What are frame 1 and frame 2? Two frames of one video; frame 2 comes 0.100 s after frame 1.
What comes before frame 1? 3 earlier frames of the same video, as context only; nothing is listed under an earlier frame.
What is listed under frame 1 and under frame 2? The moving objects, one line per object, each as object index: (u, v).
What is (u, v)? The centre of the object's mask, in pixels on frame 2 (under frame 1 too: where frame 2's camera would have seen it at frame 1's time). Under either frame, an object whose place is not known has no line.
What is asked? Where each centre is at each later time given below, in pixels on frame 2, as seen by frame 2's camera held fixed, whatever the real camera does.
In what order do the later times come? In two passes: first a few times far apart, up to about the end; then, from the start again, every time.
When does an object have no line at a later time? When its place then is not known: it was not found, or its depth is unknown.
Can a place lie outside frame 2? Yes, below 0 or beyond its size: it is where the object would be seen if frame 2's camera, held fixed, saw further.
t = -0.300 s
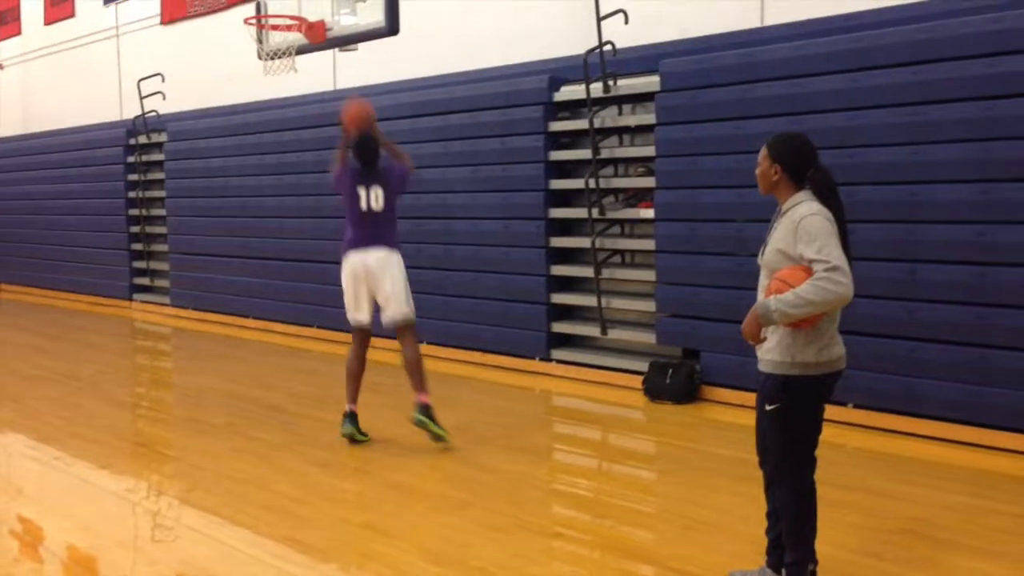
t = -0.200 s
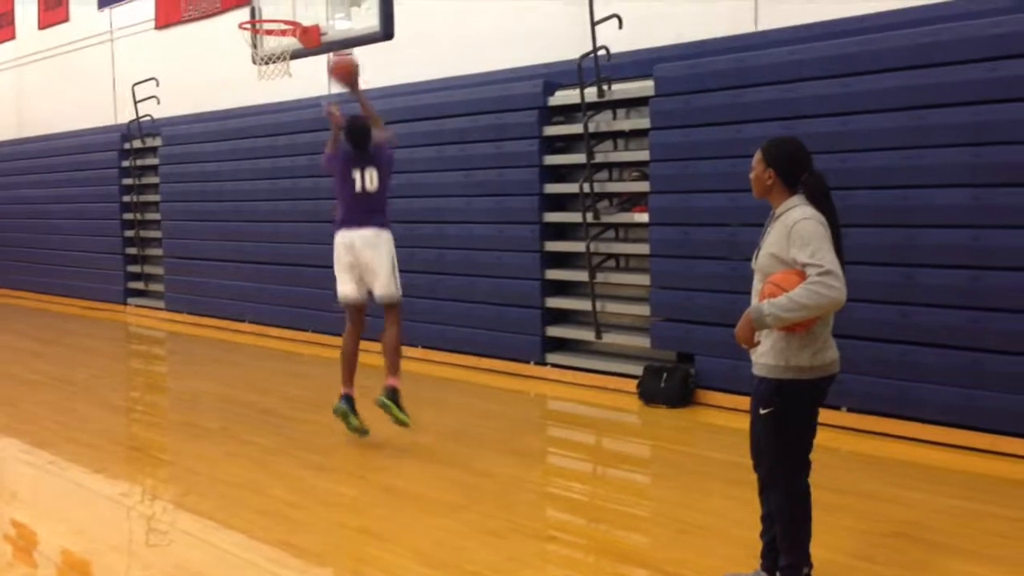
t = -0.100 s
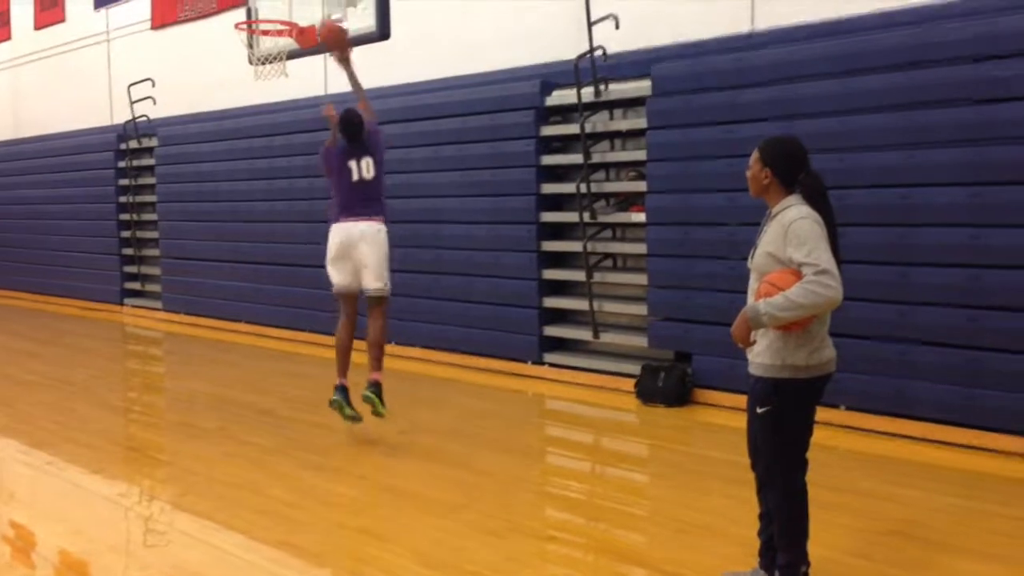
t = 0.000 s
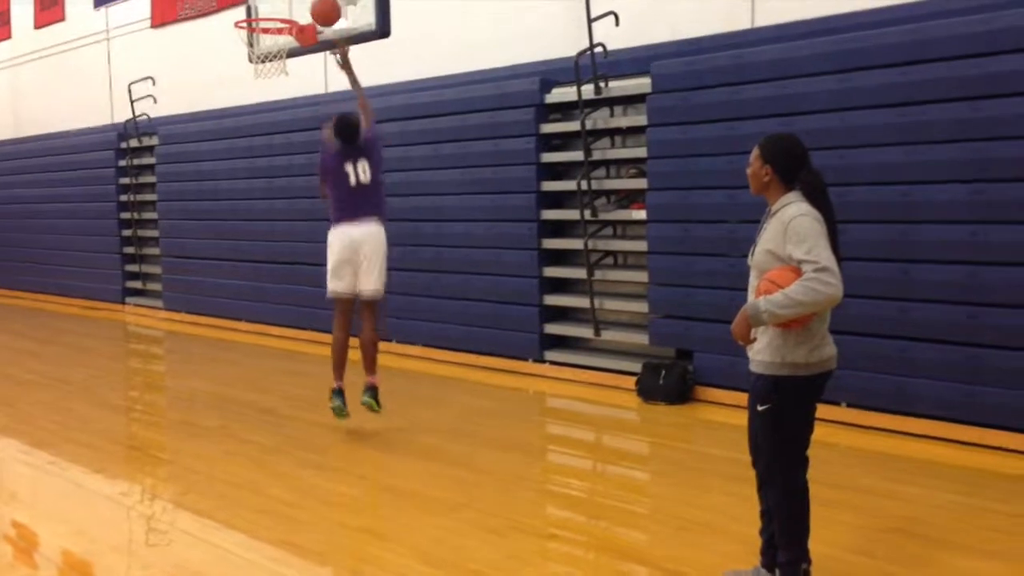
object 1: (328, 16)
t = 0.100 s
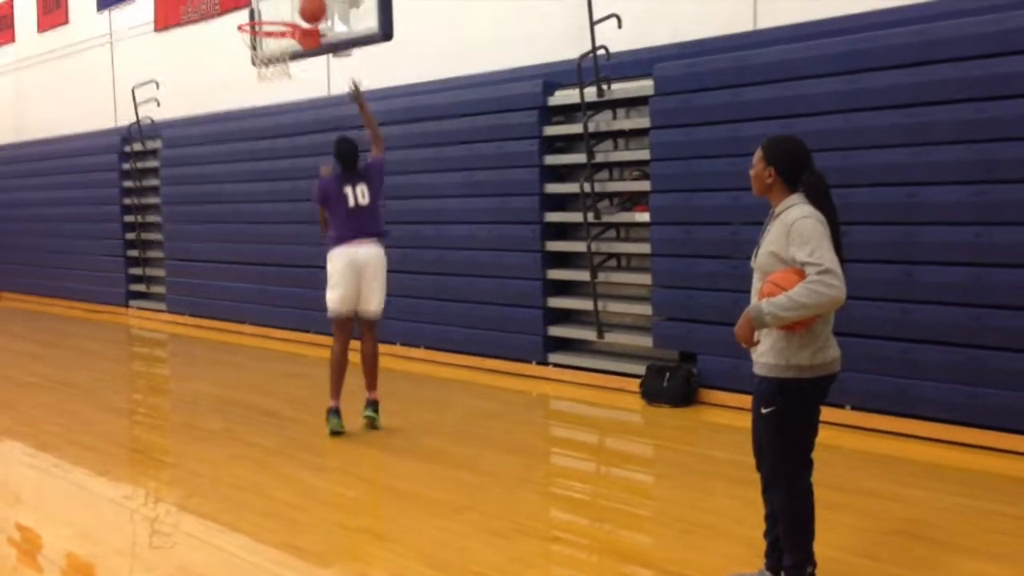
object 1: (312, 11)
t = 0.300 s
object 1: (300, 4)
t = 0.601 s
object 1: (292, 6)
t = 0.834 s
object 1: (291, 14)
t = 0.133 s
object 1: (305, 11)
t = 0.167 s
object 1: (303, 9)
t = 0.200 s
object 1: (302, 6)
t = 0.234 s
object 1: (301, 4)
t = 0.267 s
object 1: (300, 4)
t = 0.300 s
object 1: (300, 4)
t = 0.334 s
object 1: (298, 5)
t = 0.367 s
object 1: (297, 7)
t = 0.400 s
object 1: (296, 8)
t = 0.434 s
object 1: (296, 5)
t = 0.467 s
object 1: (295, 4)
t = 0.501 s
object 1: (294, 4)
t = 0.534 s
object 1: (293, 4)
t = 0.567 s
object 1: (292, 4)
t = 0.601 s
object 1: (292, 6)
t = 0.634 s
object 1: (291, 5)
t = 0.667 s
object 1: (291, 4)
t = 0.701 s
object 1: (291, 3)
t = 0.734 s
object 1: (290, 4)
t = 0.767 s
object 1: (291, 5)
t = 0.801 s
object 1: (290, 9)
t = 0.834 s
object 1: (291, 14)
